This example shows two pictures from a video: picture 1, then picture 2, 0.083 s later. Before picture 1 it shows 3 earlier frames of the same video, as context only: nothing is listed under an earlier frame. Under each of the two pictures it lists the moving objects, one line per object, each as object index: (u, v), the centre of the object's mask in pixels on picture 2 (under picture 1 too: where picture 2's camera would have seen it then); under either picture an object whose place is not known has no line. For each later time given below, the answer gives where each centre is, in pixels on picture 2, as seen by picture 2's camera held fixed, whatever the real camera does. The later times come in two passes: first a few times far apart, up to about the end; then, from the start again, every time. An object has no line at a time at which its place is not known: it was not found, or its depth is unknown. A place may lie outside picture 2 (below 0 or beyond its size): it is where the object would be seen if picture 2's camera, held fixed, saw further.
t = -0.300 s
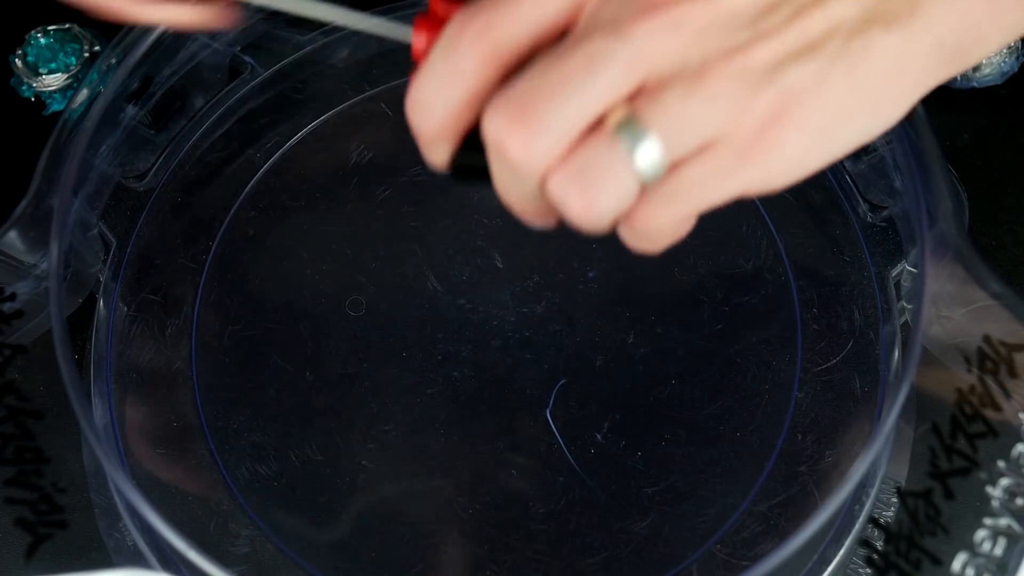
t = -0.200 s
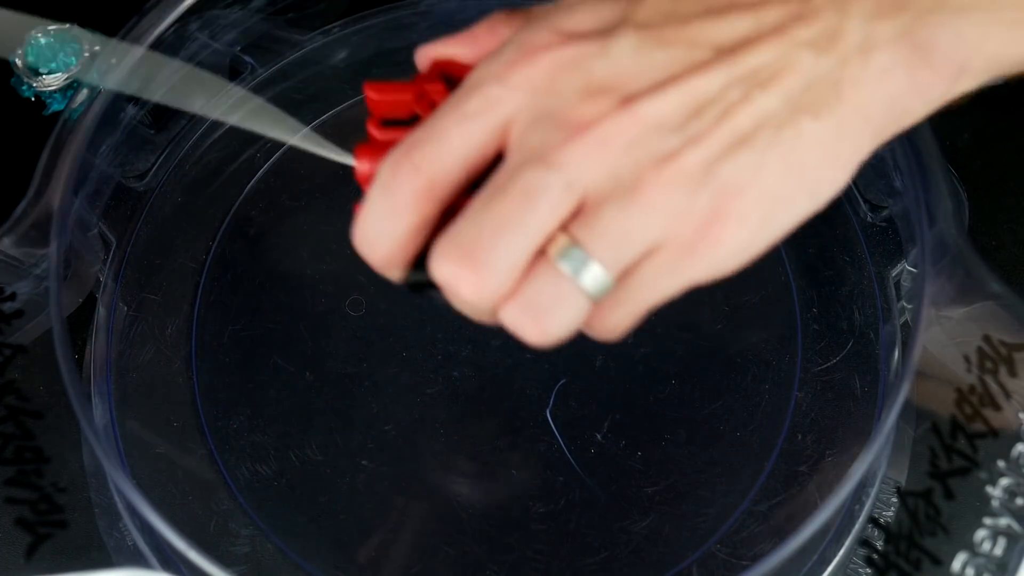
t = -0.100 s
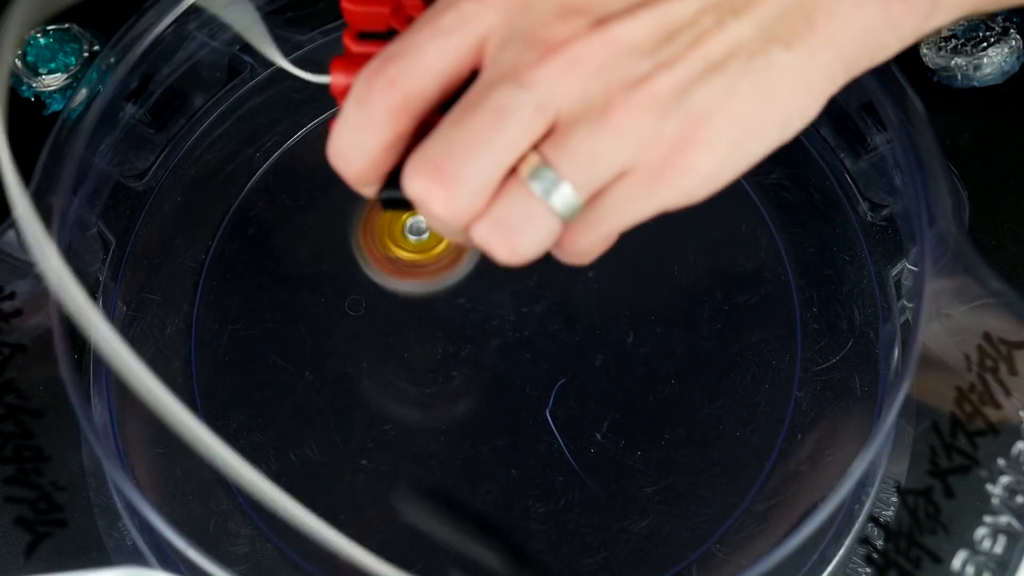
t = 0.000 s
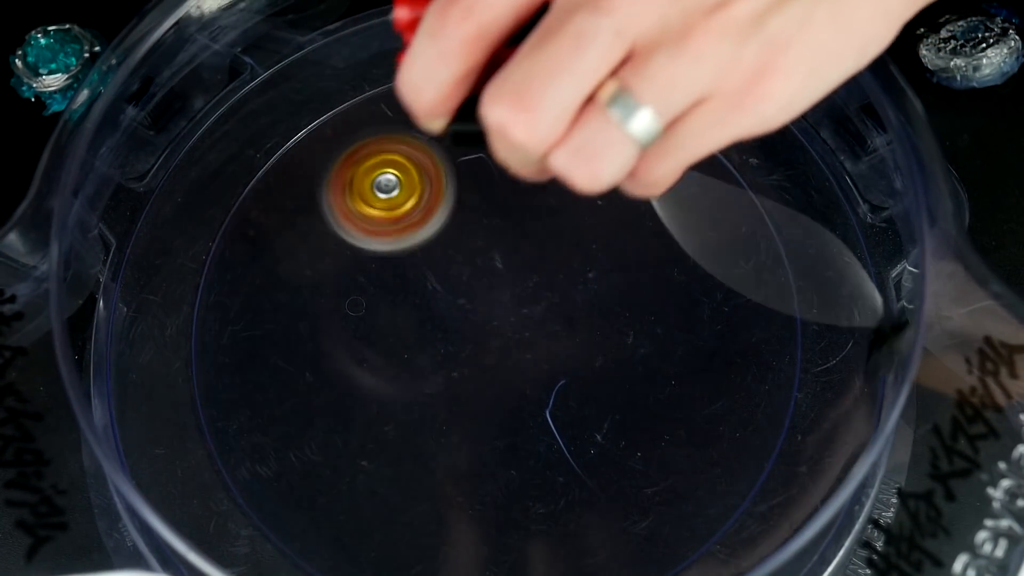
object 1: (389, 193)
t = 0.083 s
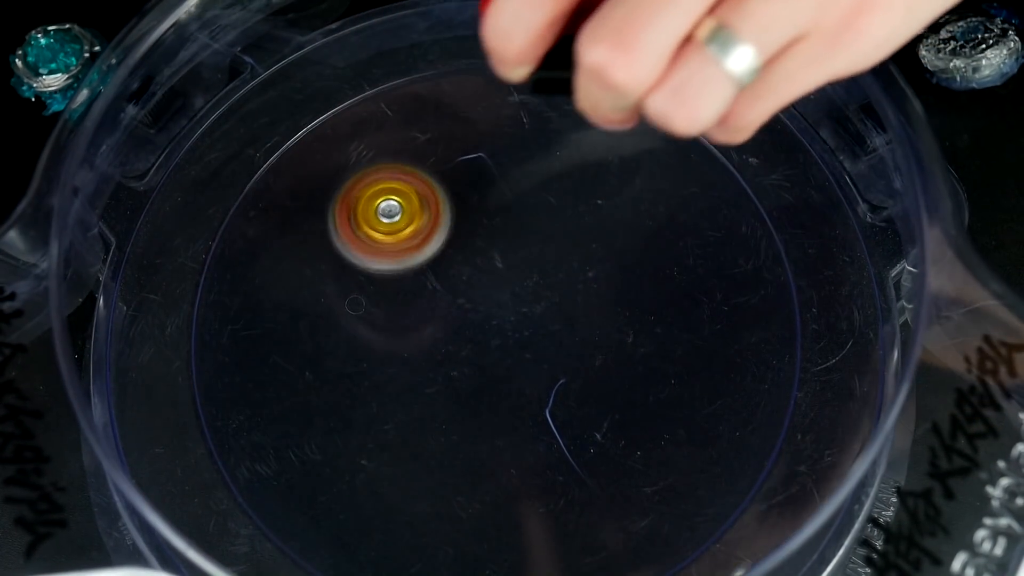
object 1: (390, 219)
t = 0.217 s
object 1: (432, 259)
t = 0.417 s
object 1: (507, 304)
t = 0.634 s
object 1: (575, 259)
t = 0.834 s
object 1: (502, 226)
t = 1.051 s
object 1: (447, 304)
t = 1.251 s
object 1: (530, 349)
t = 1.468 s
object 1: (596, 290)
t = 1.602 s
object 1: (542, 262)
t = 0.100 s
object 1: (393, 218)
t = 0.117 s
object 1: (398, 220)
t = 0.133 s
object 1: (403, 225)
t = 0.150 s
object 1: (410, 234)
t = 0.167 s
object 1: (415, 244)
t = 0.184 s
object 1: (421, 246)
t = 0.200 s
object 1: (426, 251)
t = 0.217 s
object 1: (432, 259)
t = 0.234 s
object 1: (437, 265)
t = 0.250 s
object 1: (442, 269)
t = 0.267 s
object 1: (446, 276)
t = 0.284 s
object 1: (451, 281)
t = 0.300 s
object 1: (457, 288)
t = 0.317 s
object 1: (462, 292)
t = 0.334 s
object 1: (469, 296)
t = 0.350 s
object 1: (475, 298)
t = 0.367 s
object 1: (482, 301)
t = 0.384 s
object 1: (490, 303)
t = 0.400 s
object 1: (497, 304)
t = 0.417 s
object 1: (507, 304)
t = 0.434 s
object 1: (515, 303)
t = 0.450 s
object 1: (523, 301)
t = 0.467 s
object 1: (531, 300)
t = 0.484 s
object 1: (538, 298)
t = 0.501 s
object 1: (548, 295)
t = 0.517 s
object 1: (554, 293)
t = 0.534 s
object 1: (560, 287)
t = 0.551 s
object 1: (565, 284)
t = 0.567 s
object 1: (568, 279)
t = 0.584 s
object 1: (572, 274)
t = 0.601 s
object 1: (574, 269)
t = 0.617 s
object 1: (574, 264)
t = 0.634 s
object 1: (575, 259)
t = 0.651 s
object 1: (573, 256)
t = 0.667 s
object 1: (570, 250)
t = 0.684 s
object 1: (567, 246)
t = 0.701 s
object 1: (563, 242)
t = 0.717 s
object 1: (557, 237)
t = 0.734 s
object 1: (551, 235)
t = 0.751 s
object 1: (544, 232)
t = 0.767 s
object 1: (537, 227)
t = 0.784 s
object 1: (528, 227)
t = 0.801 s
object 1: (519, 225)
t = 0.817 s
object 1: (511, 224)
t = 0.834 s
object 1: (502, 226)
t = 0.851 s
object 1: (492, 227)
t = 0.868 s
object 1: (485, 231)
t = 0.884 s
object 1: (476, 235)
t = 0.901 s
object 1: (468, 240)
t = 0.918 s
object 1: (463, 246)
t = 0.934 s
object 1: (457, 253)
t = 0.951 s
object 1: (452, 259)
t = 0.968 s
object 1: (449, 267)
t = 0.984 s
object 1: (447, 274)
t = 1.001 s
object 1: (444, 282)
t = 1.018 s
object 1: (446, 290)
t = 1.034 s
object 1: (447, 298)
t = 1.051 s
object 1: (447, 304)
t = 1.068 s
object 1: (452, 312)
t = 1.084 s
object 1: (455, 318)
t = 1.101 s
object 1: (459, 323)
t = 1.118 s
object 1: (466, 329)
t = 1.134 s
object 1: (472, 334)
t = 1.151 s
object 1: (478, 338)
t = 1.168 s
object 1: (486, 341)
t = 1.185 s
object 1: (494, 344)
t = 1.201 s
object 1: (503, 346)
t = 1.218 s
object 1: (510, 347)
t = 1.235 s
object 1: (521, 349)
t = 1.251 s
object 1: (530, 349)
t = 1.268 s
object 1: (538, 349)
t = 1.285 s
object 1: (548, 348)
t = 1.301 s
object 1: (557, 346)
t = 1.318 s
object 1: (566, 344)
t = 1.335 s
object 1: (572, 339)
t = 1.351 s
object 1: (581, 334)
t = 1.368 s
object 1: (587, 330)
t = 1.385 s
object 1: (591, 324)
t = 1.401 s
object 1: (595, 317)
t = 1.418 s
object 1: (599, 310)
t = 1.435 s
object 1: (600, 304)
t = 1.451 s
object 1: (598, 298)
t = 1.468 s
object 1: (596, 290)
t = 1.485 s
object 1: (594, 284)
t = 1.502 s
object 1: (589, 280)
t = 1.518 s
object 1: (583, 275)
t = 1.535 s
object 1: (576, 270)
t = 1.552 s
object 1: (569, 267)
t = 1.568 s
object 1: (561, 266)
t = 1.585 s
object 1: (552, 264)
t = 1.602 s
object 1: (542, 262)
